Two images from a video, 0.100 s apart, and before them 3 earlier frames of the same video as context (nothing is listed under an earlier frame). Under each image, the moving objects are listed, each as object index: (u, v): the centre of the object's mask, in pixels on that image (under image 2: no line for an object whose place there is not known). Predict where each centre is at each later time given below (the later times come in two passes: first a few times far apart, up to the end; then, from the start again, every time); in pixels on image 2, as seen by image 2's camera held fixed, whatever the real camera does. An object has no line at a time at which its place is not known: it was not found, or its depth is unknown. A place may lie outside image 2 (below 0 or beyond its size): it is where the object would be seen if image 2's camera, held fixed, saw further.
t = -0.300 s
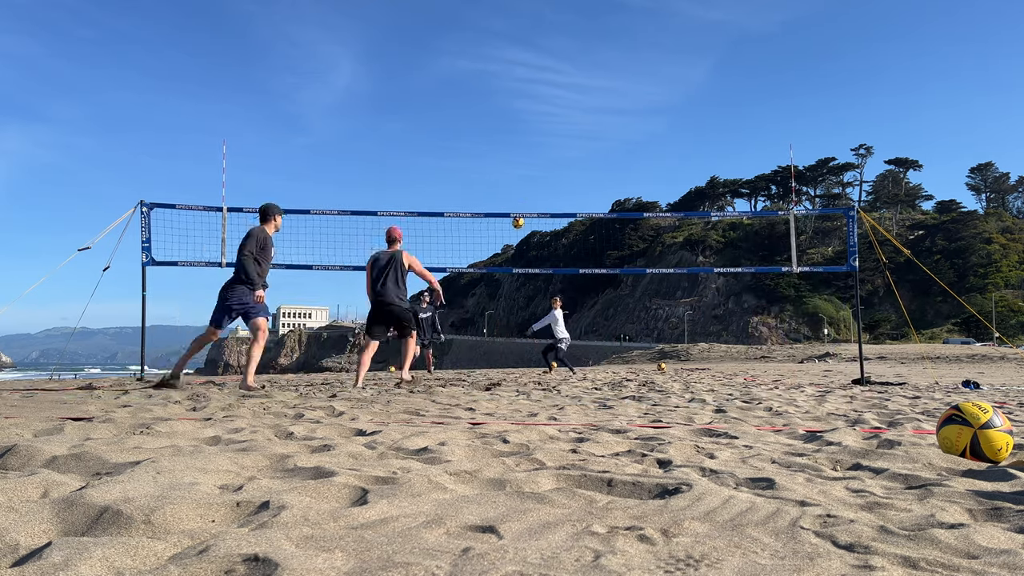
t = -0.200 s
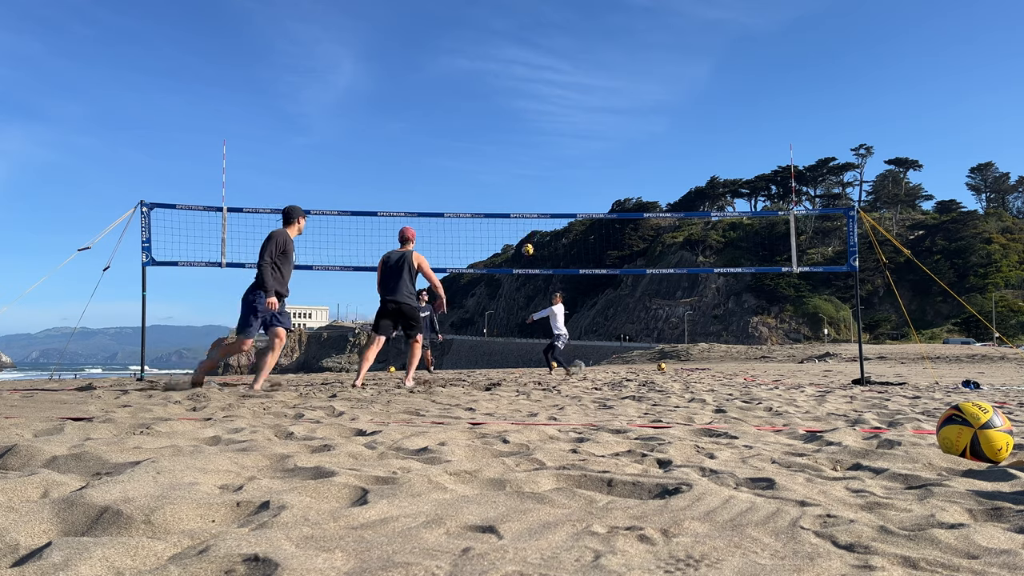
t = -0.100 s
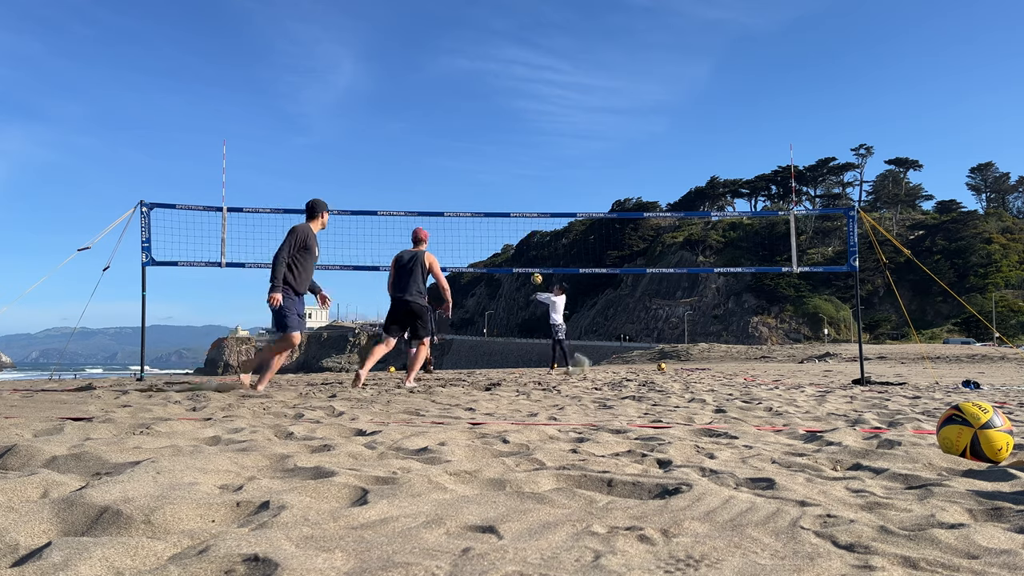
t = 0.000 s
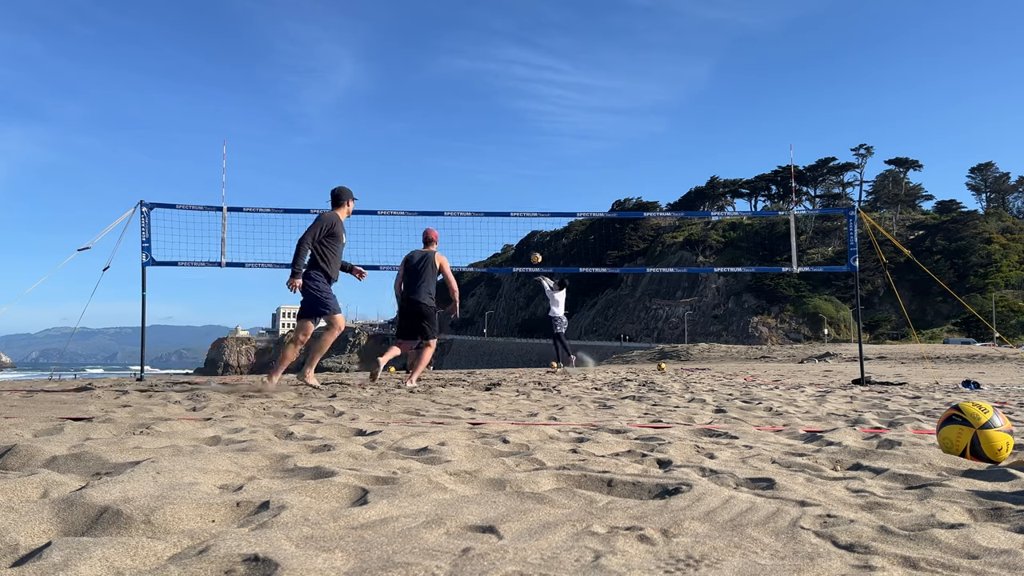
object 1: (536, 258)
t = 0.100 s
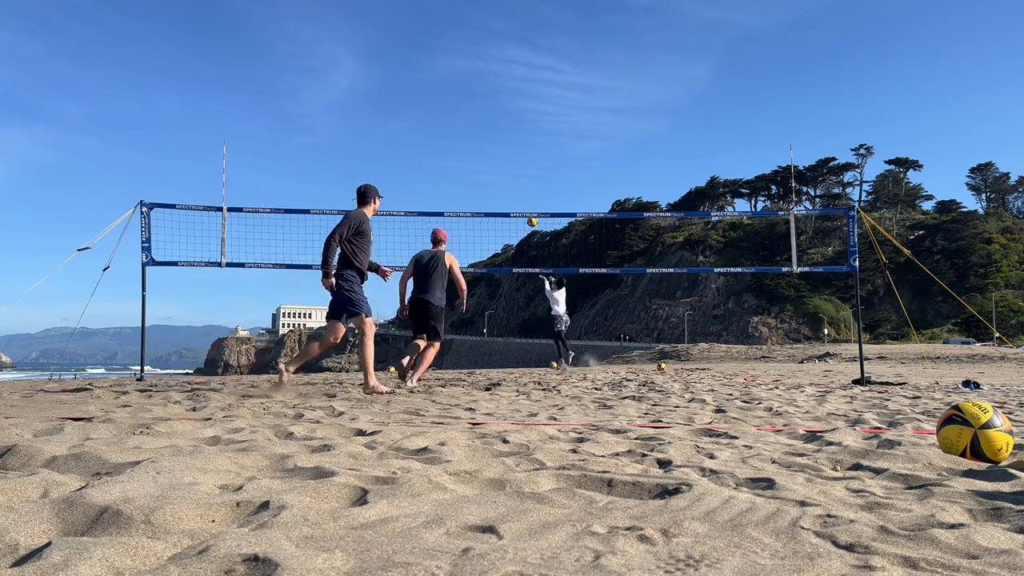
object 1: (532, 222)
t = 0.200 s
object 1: (529, 190)
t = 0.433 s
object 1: (520, 135)
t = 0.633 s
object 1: (513, 110)
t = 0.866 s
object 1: (505, 108)
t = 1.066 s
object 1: (500, 129)
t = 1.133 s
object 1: (498, 142)
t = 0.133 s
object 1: (531, 209)
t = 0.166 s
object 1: (530, 200)
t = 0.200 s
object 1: (529, 190)
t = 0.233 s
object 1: (527, 180)
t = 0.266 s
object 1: (525, 171)
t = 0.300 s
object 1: (524, 162)
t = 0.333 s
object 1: (523, 155)
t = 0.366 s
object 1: (522, 148)
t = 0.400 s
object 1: (521, 141)
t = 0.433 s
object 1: (520, 135)
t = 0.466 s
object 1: (519, 130)
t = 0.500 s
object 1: (517, 124)
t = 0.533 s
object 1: (516, 120)
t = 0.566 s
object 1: (516, 116)
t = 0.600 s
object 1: (515, 113)
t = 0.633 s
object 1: (513, 110)
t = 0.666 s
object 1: (512, 108)
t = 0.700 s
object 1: (511, 107)
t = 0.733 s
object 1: (510, 106)
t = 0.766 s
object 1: (509, 105)
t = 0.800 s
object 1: (508, 106)
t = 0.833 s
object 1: (507, 106)
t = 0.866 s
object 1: (505, 108)
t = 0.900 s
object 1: (504, 110)
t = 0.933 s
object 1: (504, 112)
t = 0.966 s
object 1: (503, 116)
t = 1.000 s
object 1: (501, 120)
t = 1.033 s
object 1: (501, 124)
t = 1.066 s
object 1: (500, 129)
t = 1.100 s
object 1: (499, 135)
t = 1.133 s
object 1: (498, 142)
